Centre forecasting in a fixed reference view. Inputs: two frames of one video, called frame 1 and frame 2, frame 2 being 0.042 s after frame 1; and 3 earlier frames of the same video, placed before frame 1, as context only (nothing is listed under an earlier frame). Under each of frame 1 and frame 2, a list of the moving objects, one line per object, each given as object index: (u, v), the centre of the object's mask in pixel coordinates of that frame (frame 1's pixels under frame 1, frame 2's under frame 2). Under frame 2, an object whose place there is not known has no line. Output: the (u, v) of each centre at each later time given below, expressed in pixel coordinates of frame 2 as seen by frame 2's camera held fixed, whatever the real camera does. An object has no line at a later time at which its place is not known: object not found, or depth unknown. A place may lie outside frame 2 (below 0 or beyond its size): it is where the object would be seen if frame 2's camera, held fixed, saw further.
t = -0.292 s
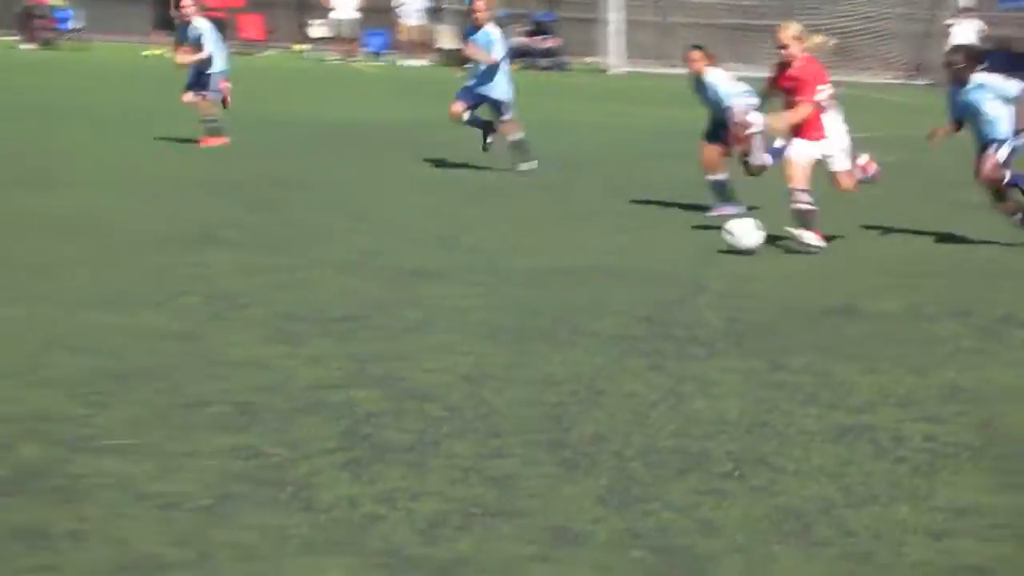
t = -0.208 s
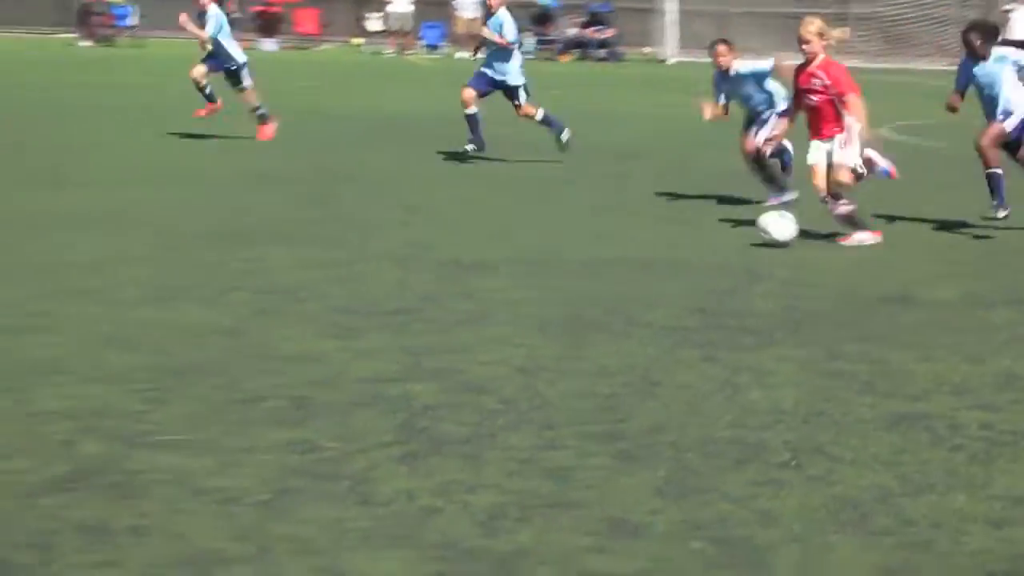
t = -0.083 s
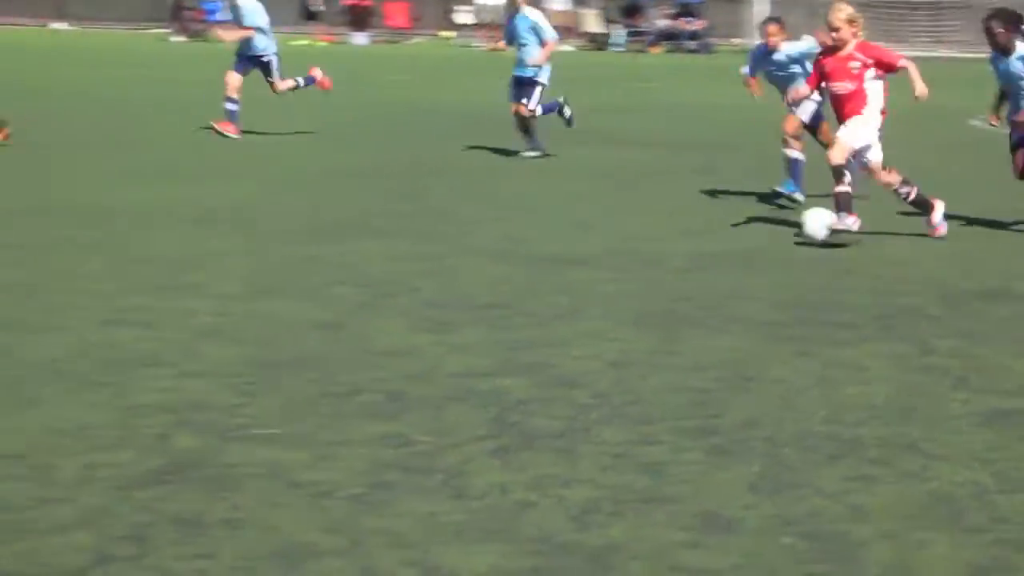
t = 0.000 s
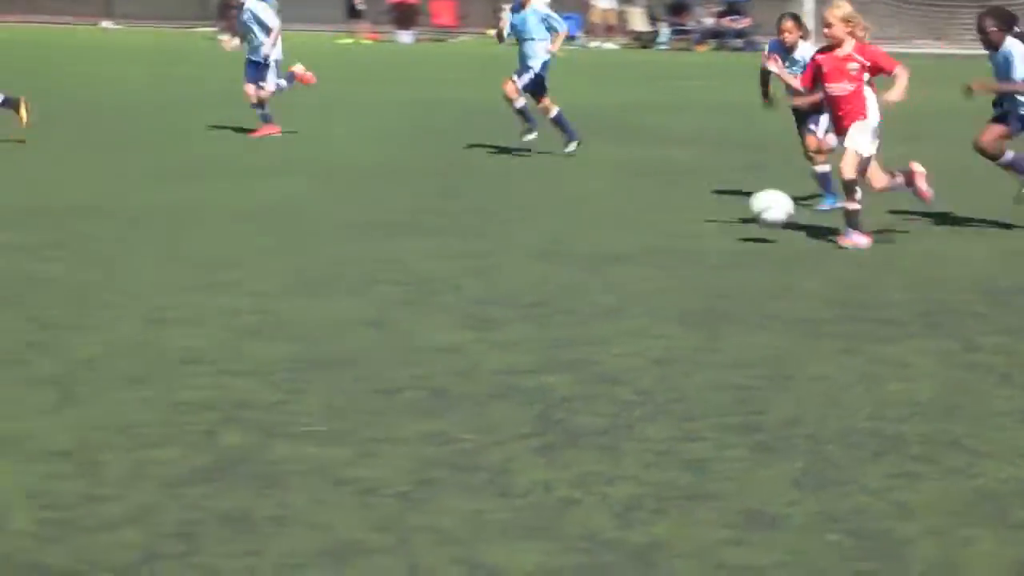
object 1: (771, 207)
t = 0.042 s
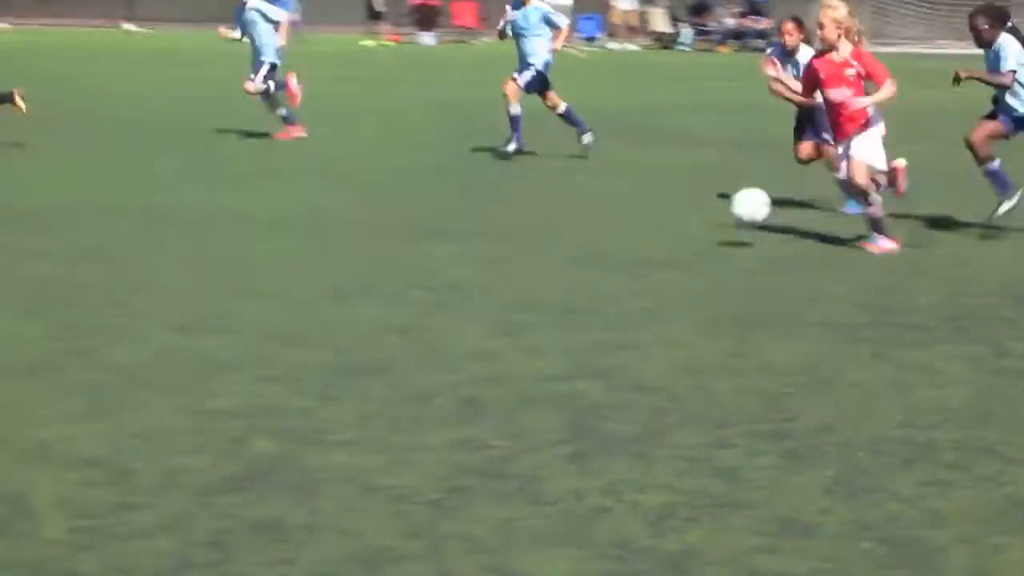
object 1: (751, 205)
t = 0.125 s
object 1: (653, 208)
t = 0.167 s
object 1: (605, 219)
